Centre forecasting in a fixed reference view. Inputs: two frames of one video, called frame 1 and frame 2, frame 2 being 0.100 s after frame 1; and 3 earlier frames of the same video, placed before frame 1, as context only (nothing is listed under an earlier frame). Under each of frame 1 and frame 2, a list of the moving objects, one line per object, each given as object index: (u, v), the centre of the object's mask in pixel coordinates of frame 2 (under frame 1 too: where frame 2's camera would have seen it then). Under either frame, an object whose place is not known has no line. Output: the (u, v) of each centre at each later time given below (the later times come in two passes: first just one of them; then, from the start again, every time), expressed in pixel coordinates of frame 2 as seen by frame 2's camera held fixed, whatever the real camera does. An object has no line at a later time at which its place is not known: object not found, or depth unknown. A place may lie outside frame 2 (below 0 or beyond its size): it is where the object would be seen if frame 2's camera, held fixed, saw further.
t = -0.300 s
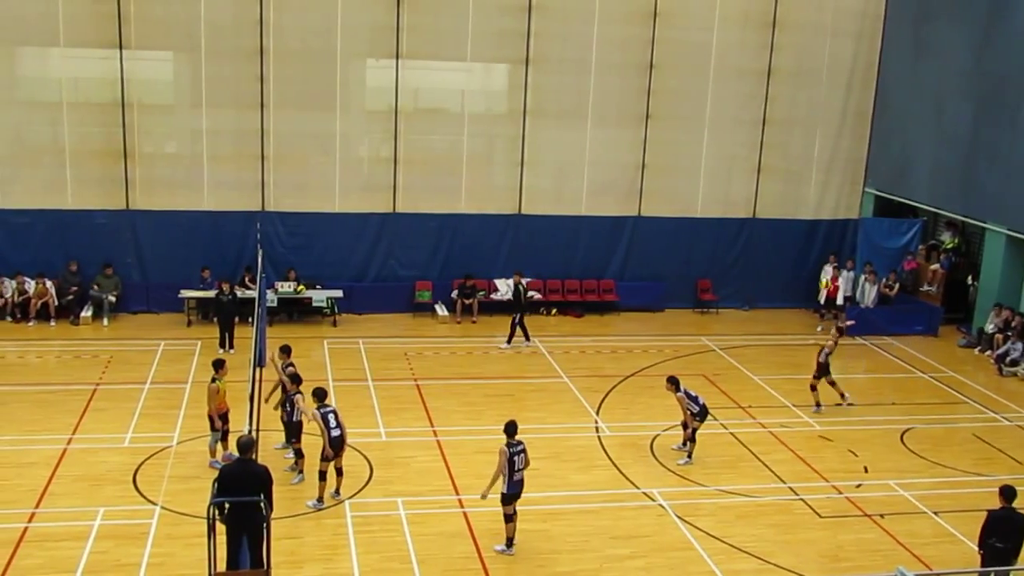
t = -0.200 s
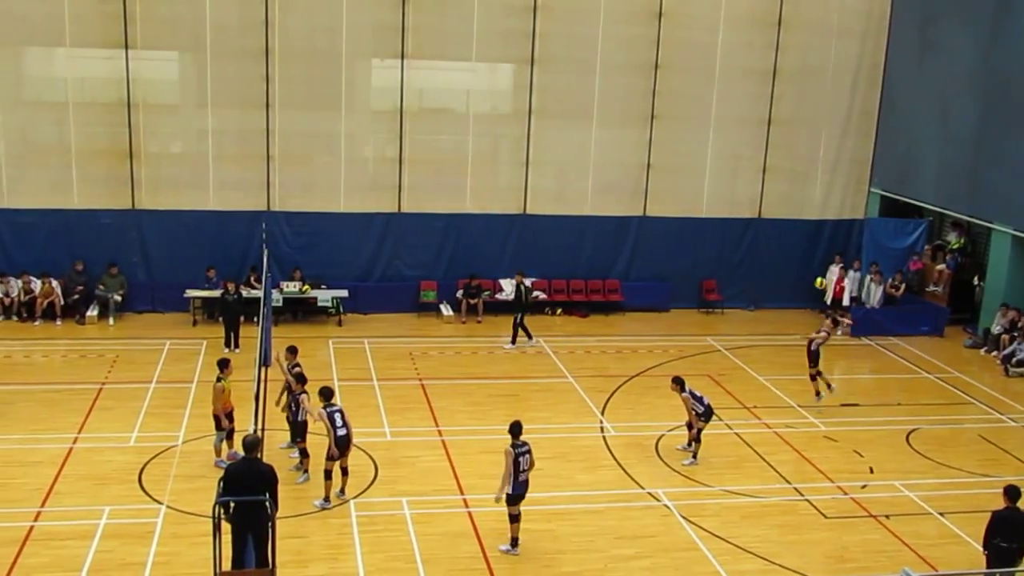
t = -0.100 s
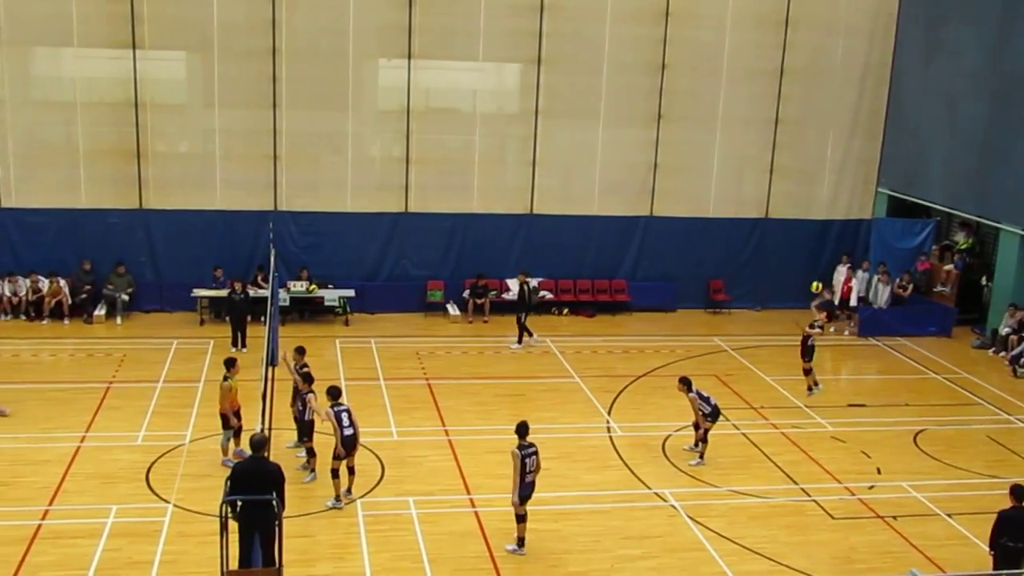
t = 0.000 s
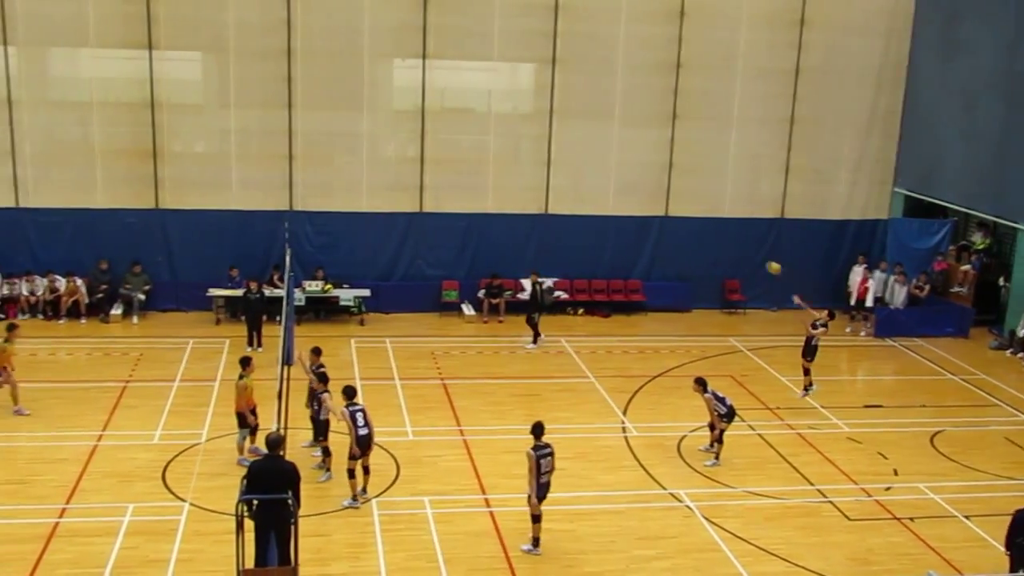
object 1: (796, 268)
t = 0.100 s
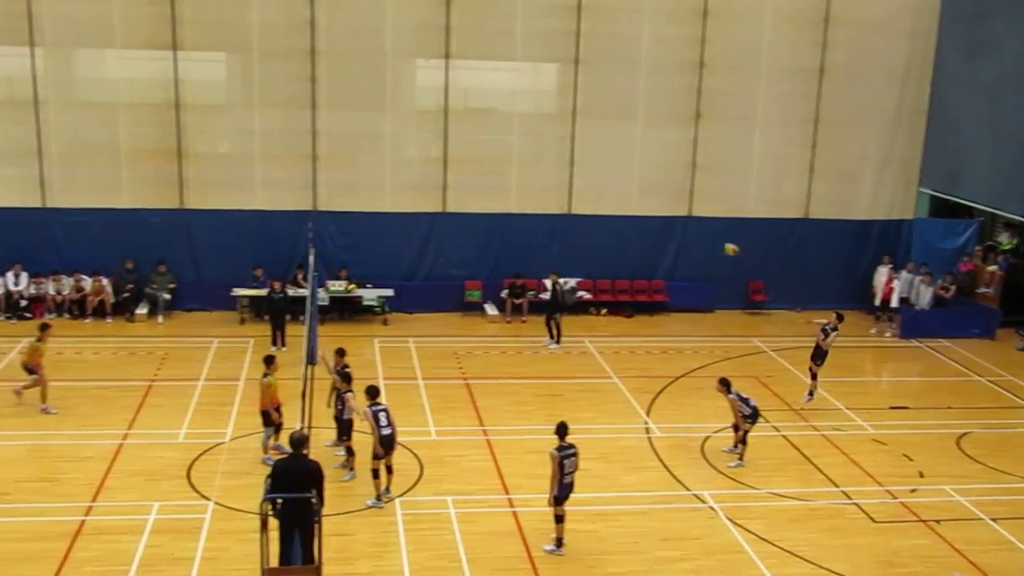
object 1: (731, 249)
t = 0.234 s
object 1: (641, 233)
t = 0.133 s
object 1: (708, 243)
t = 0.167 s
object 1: (686, 239)
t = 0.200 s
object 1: (663, 236)
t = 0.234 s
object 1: (641, 233)
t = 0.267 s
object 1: (619, 230)
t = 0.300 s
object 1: (596, 228)
